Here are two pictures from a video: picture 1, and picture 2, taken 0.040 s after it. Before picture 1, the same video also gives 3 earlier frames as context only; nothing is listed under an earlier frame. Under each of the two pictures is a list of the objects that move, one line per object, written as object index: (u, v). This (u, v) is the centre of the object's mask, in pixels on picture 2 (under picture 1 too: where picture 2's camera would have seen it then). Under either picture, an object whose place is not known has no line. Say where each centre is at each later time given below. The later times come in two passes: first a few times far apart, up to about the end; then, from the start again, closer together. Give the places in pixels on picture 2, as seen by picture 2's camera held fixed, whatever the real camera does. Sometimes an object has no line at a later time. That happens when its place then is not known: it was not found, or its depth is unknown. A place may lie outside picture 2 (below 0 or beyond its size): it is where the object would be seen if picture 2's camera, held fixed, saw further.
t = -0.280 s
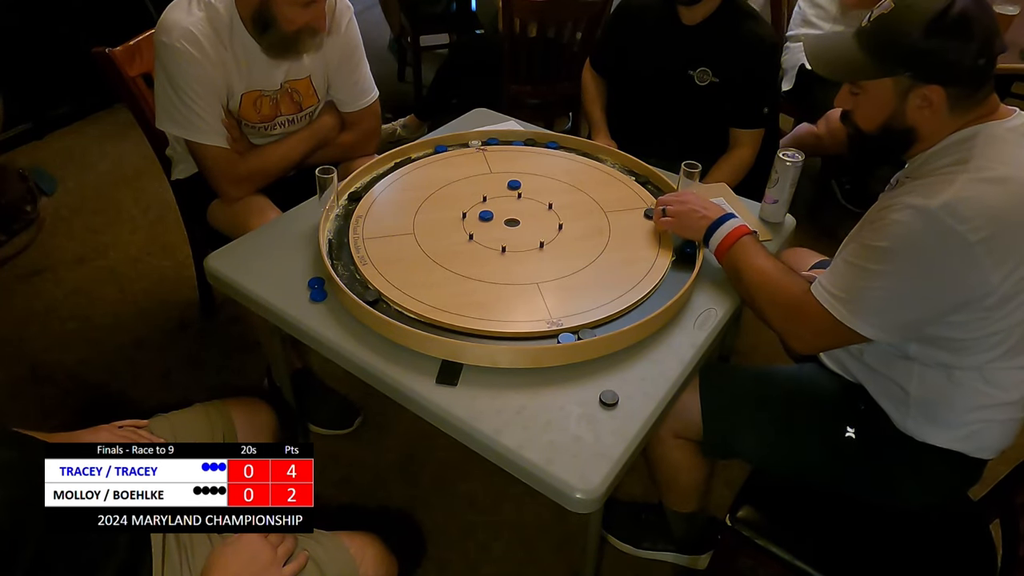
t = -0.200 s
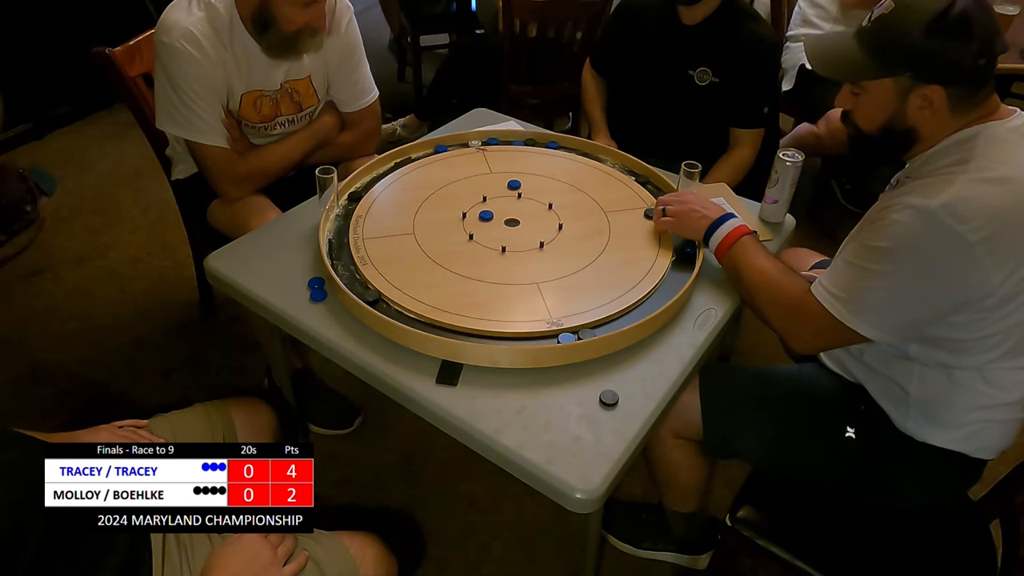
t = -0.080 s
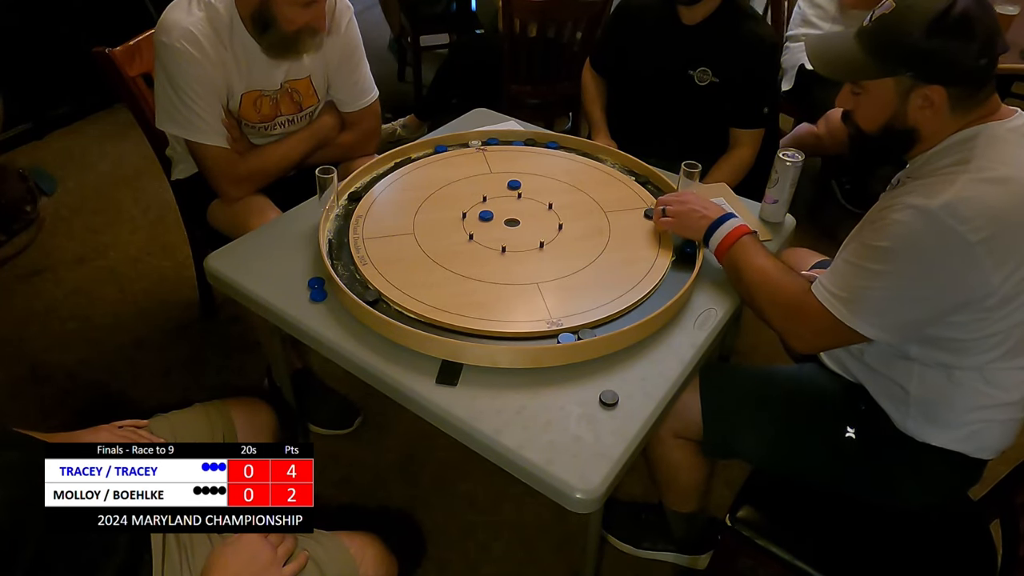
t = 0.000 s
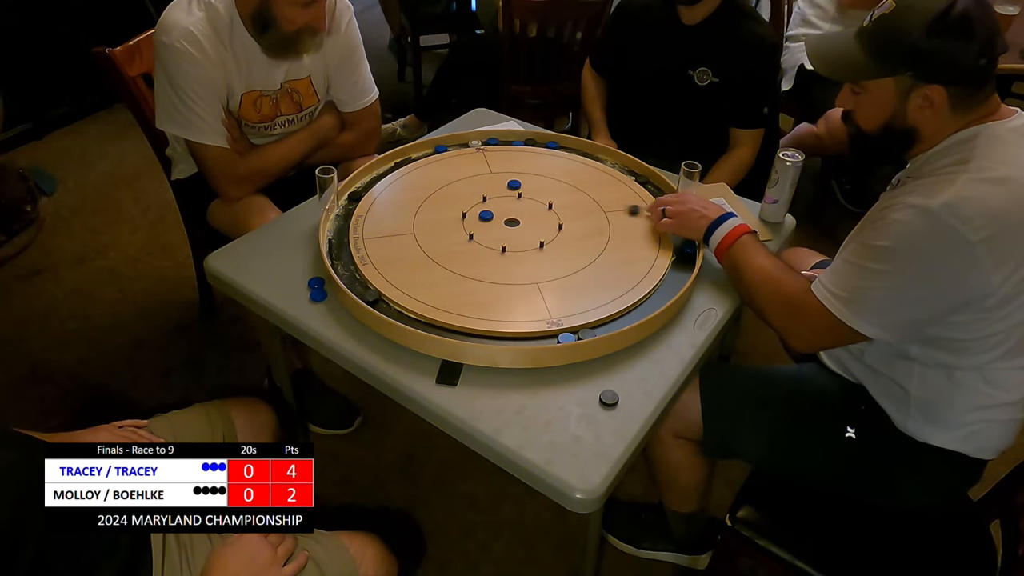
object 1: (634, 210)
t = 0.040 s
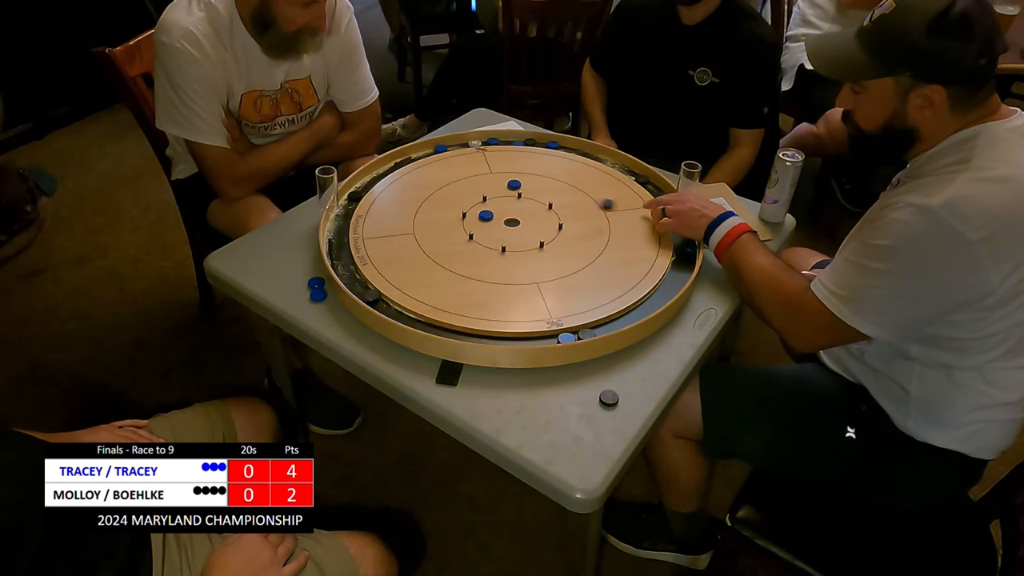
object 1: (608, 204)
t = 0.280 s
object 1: (527, 187)
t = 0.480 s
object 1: (527, 186)
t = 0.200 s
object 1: (535, 188)
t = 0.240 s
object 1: (527, 187)
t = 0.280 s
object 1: (527, 187)
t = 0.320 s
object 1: (527, 187)
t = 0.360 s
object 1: (526, 187)
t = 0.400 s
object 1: (526, 187)
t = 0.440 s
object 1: (527, 186)
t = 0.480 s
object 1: (527, 186)
